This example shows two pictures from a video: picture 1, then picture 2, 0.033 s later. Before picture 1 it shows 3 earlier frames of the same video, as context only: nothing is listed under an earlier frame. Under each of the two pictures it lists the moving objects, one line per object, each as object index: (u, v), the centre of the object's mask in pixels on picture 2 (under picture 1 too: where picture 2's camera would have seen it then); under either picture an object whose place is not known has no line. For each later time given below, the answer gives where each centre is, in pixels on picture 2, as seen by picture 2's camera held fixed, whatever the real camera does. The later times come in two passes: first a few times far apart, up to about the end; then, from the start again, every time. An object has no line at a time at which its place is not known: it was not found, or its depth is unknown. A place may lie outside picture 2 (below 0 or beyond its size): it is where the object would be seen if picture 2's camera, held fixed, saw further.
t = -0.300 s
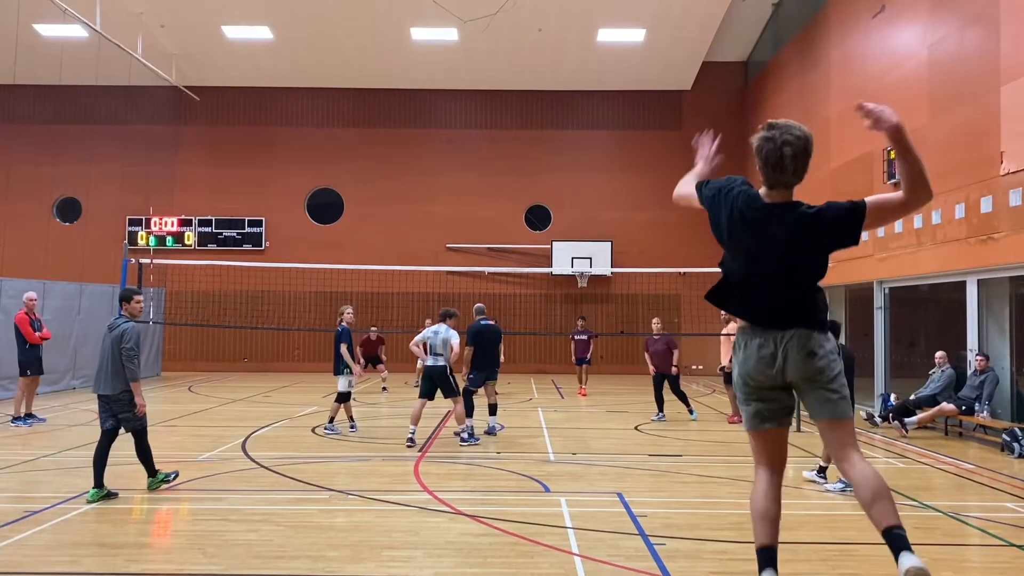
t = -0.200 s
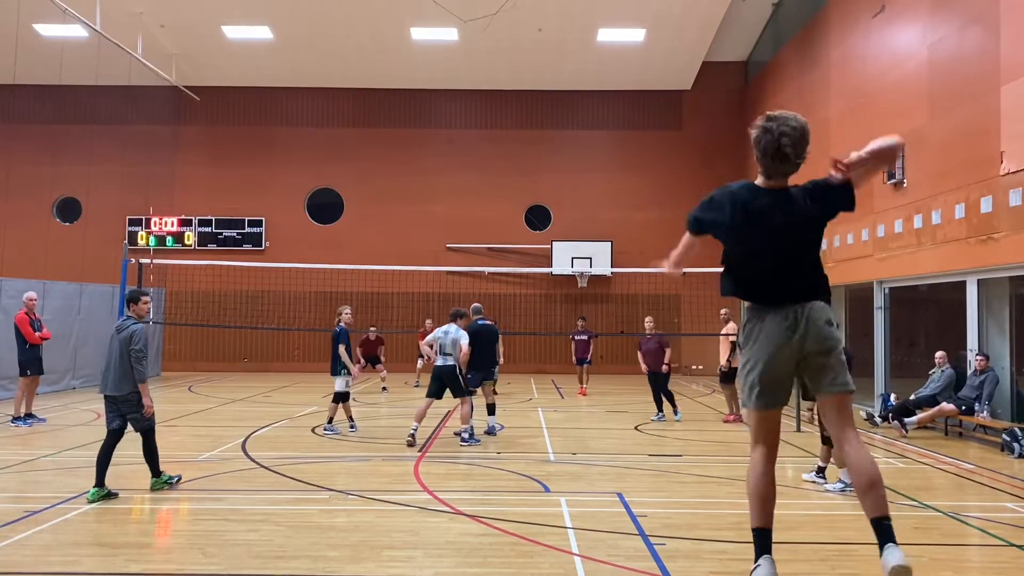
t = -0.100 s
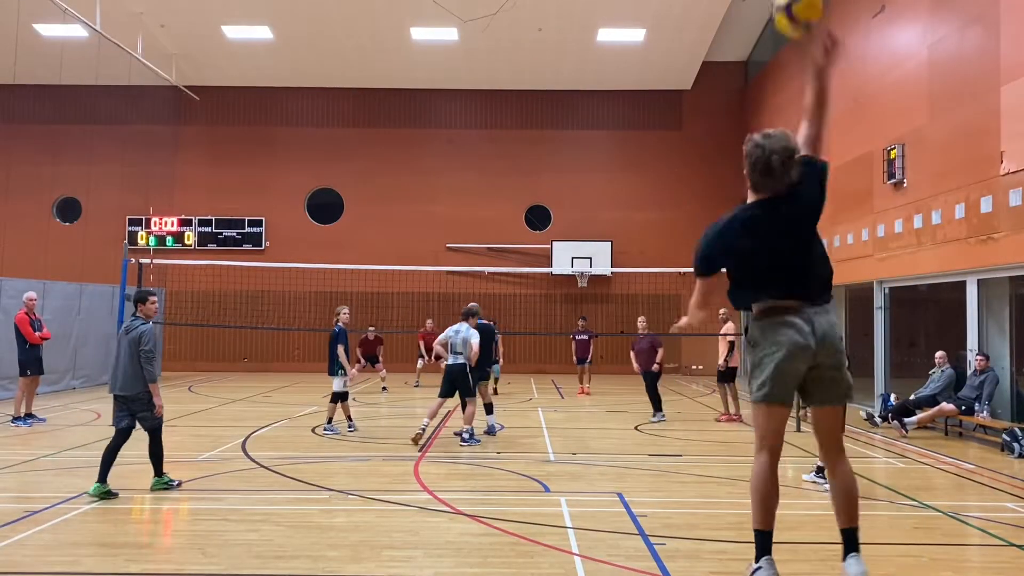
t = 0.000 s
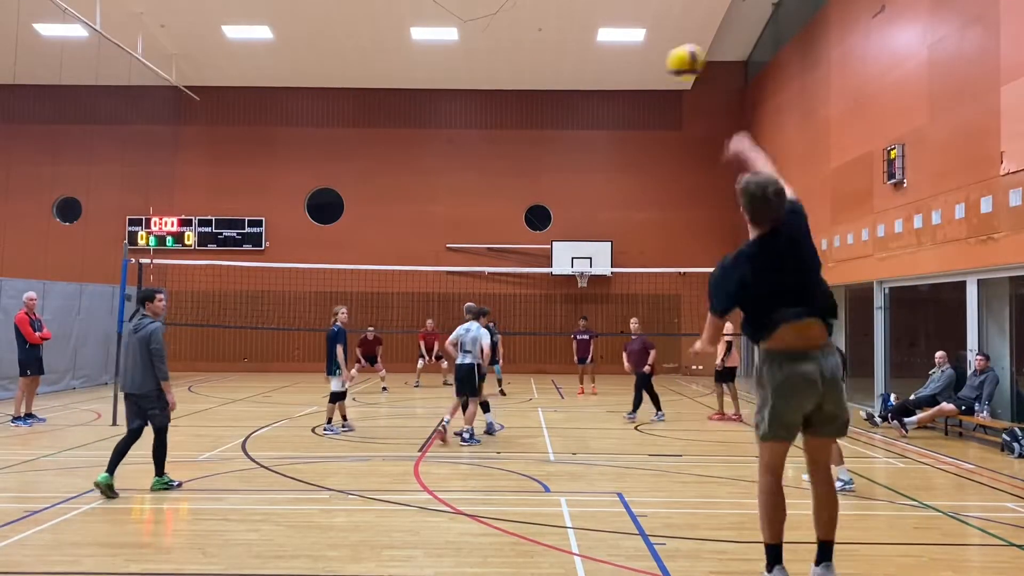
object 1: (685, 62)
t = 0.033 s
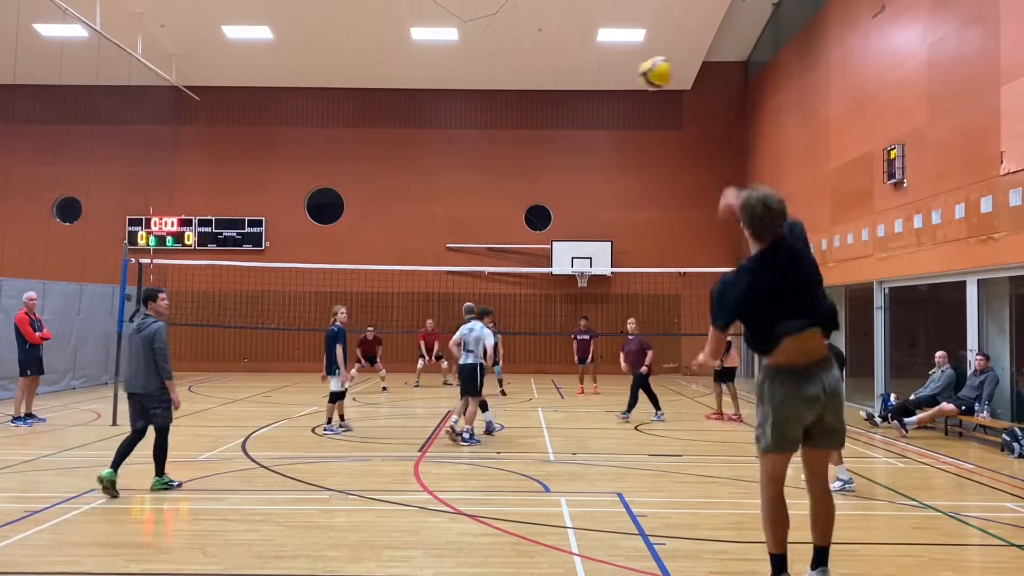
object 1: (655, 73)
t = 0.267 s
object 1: (543, 154)
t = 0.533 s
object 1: (488, 247)
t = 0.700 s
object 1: (466, 305)
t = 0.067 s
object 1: (631, 84)
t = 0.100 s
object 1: (611, 96)
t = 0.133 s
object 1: (593, 107)
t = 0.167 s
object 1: (578, 119)
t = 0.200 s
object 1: (566, 129)
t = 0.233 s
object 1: (554, 142)
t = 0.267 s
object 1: (543, 154)
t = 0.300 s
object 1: (535, 164)
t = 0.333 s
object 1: (526, 176)
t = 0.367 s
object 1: (518, 189)
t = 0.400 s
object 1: (511, 200)
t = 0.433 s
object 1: (504, 212)
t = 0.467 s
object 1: (498, 223)
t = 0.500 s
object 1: (493, 235)
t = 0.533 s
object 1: (488, 247)
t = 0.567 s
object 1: (483, 257)
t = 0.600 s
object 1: (478, 268)
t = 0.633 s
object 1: (474, 281)
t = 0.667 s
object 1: (470, 293)
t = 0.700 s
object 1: (466, 305)
